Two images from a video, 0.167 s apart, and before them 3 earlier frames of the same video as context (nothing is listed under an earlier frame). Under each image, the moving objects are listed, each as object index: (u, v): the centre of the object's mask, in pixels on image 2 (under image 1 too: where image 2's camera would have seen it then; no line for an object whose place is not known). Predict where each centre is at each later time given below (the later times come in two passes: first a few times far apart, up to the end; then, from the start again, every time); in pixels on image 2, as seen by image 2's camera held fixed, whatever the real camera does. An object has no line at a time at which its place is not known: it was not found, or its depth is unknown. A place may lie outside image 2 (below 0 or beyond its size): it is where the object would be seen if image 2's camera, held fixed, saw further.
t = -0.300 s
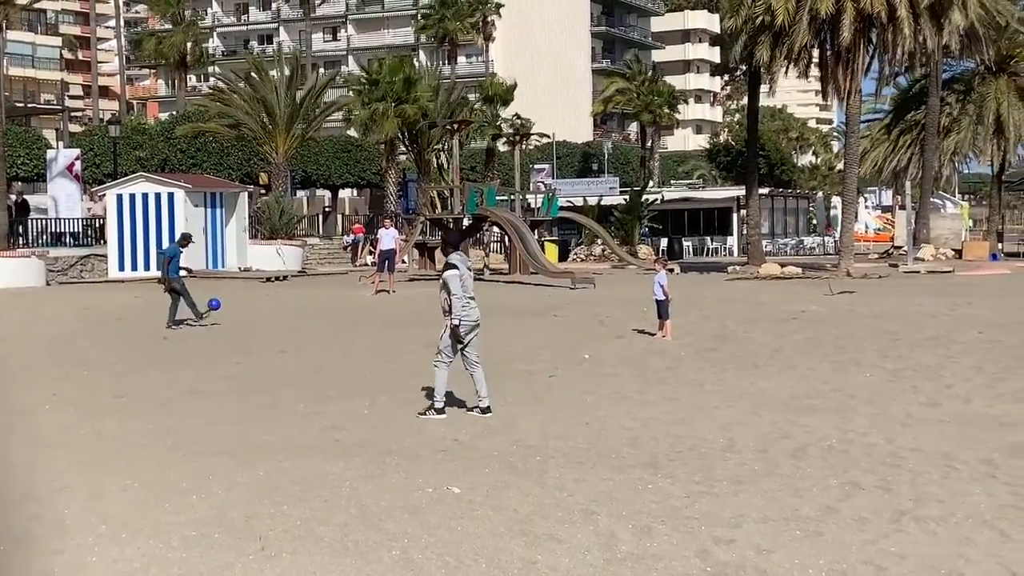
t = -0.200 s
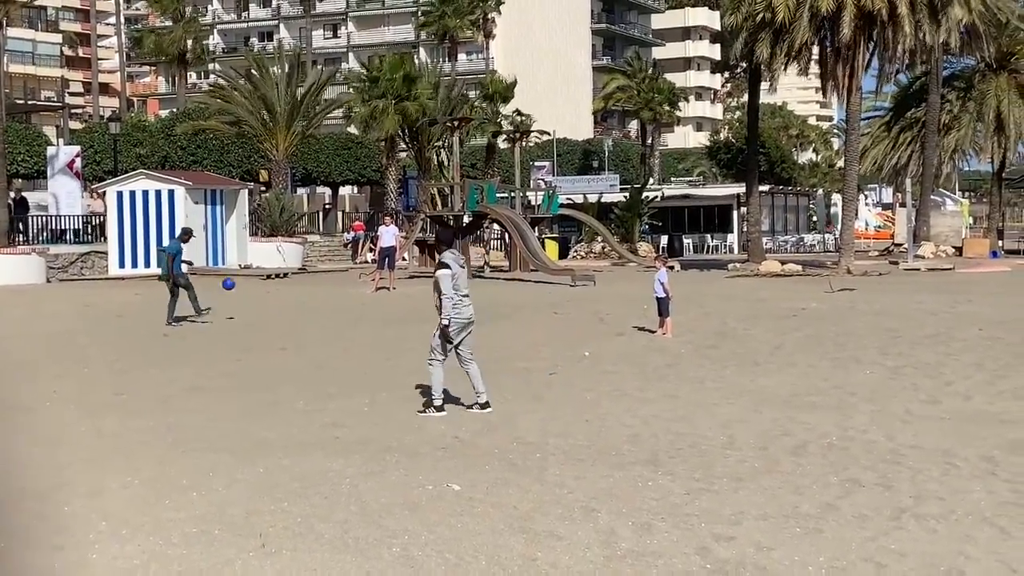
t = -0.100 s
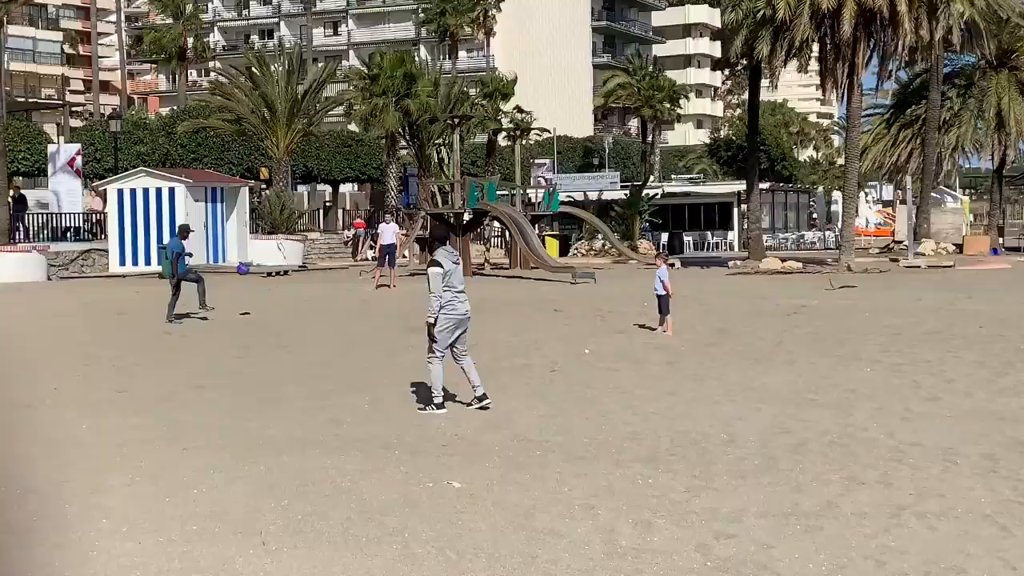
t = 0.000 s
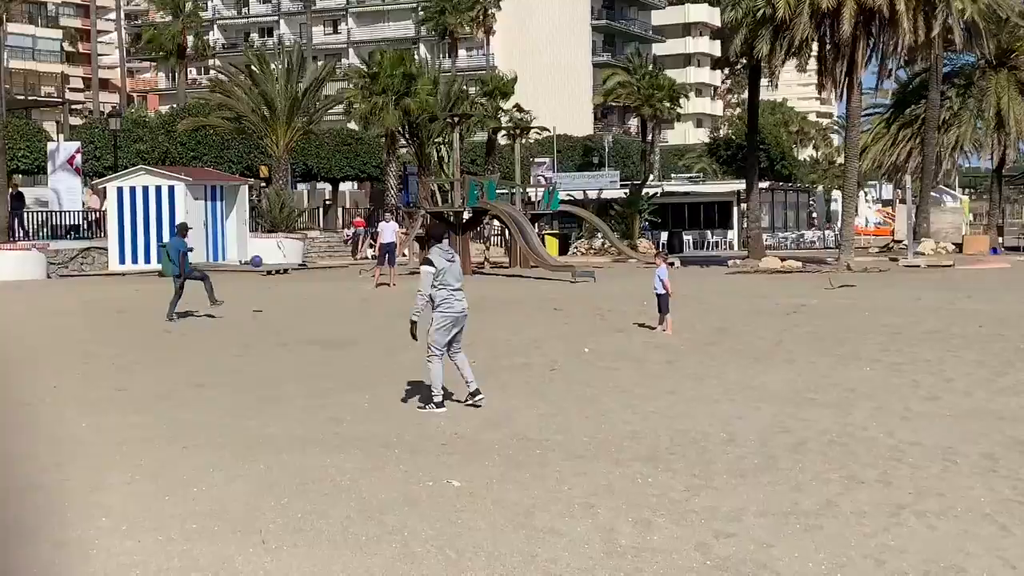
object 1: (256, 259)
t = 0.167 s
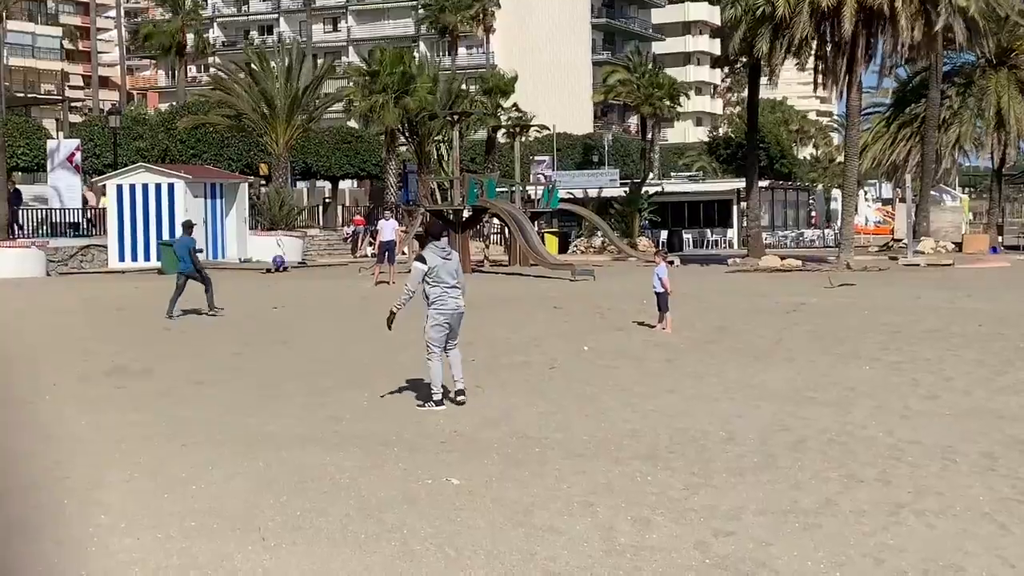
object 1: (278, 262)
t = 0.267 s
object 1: (292, 270)
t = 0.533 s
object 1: (323, 302)
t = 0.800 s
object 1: (343, 304)
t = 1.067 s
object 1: (358, 304)
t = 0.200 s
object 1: (282, 264)
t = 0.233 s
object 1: (287, 266)
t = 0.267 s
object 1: (292, 270)
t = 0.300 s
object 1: (295, 273)
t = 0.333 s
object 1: (300, 278)
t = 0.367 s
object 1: (304, 283)
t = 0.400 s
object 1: (309, 289)
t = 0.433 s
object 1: (313, 295)
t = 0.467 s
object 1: (317, 303)
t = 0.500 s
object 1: (321, 304)
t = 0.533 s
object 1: (323, 302)
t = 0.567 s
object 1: (326, 301)
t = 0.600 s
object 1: (328, 300)
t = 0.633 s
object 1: (331, 301)
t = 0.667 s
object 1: (333, 301)
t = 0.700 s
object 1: (336, 303)
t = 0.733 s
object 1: (338, 303)
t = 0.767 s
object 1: (340, 304)
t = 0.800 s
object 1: (343, 304)
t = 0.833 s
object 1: (345, 303)
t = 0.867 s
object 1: (347, 304)
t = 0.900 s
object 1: (348, 303)
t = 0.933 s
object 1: (350, 303)
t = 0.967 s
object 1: (352, 304)
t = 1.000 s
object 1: (354, 304)
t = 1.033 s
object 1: (356, 304)
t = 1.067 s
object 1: (358, 304)
